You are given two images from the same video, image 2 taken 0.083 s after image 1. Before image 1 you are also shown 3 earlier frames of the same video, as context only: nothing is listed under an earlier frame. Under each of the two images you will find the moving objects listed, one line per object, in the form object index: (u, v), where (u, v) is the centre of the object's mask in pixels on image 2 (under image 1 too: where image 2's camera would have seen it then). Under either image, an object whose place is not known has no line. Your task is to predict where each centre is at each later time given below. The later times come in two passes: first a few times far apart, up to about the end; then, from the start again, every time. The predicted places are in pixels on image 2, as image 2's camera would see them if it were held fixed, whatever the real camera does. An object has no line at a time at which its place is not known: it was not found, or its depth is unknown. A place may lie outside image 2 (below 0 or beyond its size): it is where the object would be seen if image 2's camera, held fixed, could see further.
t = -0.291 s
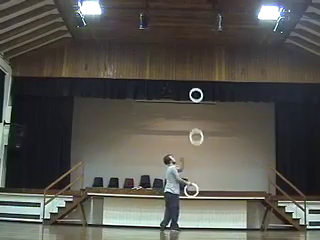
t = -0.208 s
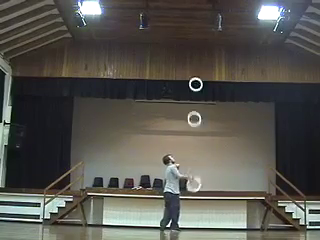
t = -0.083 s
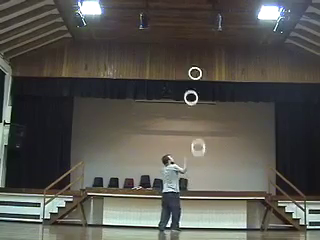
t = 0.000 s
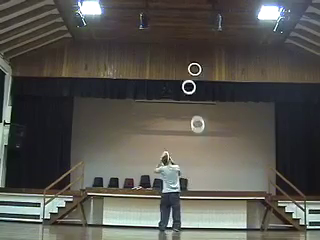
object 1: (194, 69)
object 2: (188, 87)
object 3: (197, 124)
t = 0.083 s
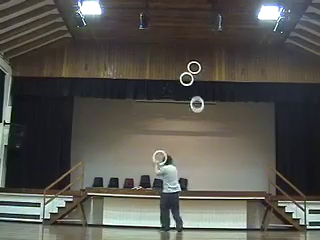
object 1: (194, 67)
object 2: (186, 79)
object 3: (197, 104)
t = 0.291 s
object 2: (180, 70)
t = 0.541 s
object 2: (173, 81)
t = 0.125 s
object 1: (194, 67)
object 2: (185, 76)
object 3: (197, 95)
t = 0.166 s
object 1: (197, 66)
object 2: (184, 73)
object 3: (196, 87)
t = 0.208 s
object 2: (182, 72)
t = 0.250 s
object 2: (181, 70)
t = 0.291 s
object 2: (180, 70)
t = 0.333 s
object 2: (179, 70)
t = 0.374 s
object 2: (178, 71)
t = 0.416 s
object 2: (176, 72)
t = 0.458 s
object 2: (171, 74)
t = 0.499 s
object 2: (174, 77)
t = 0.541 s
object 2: (173, 81)
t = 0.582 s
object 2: (171, 85)
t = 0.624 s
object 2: (169, 95)
